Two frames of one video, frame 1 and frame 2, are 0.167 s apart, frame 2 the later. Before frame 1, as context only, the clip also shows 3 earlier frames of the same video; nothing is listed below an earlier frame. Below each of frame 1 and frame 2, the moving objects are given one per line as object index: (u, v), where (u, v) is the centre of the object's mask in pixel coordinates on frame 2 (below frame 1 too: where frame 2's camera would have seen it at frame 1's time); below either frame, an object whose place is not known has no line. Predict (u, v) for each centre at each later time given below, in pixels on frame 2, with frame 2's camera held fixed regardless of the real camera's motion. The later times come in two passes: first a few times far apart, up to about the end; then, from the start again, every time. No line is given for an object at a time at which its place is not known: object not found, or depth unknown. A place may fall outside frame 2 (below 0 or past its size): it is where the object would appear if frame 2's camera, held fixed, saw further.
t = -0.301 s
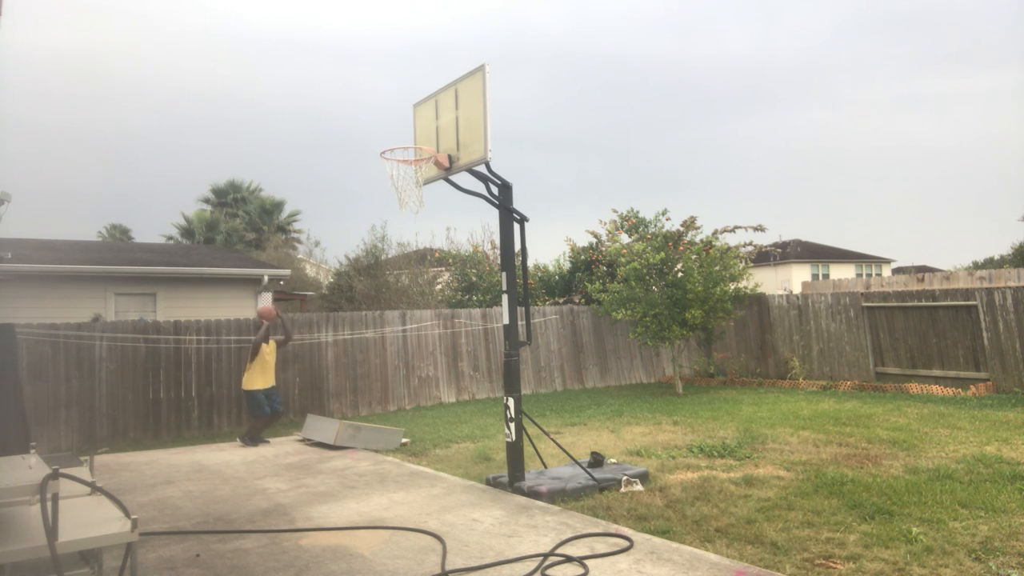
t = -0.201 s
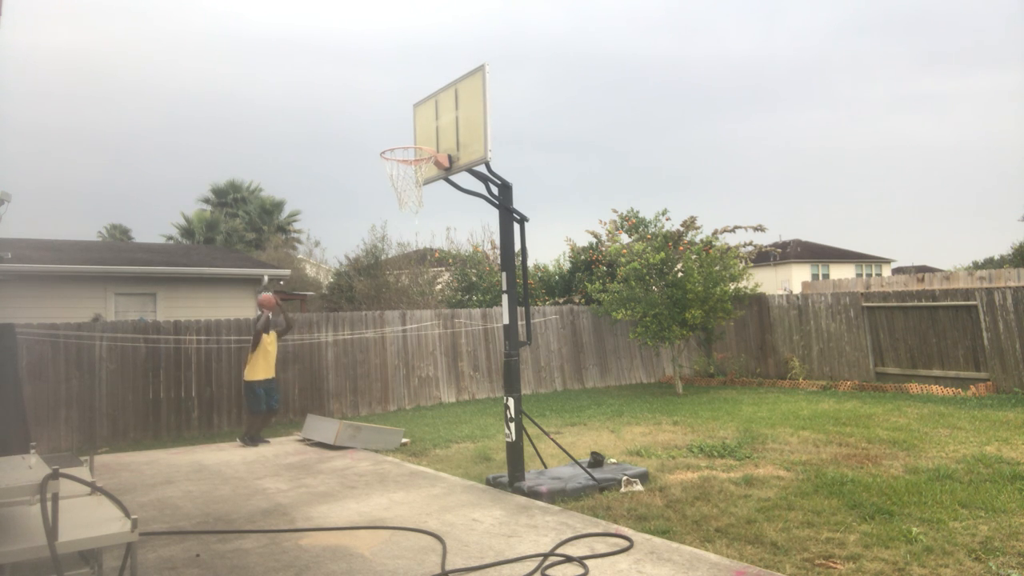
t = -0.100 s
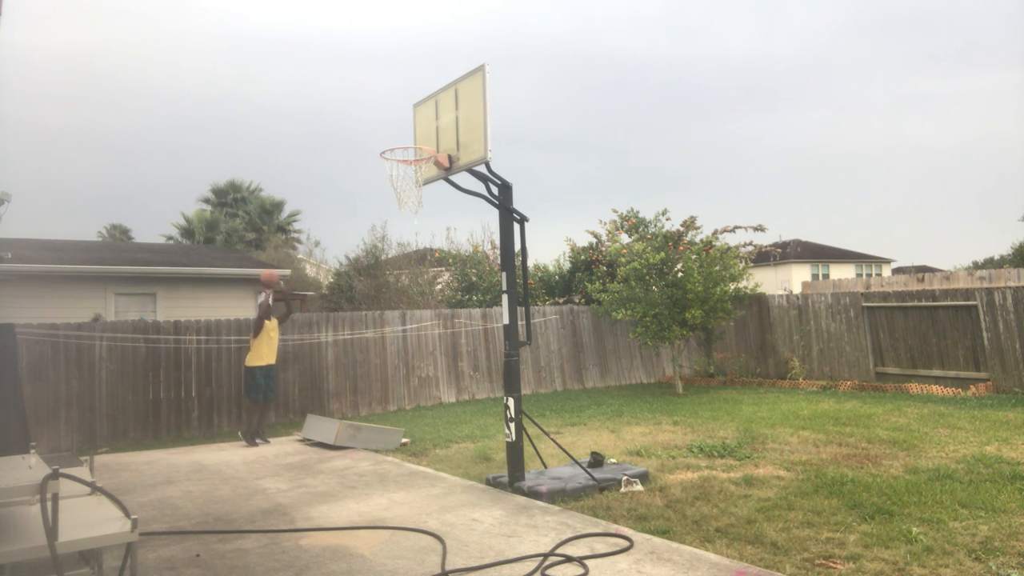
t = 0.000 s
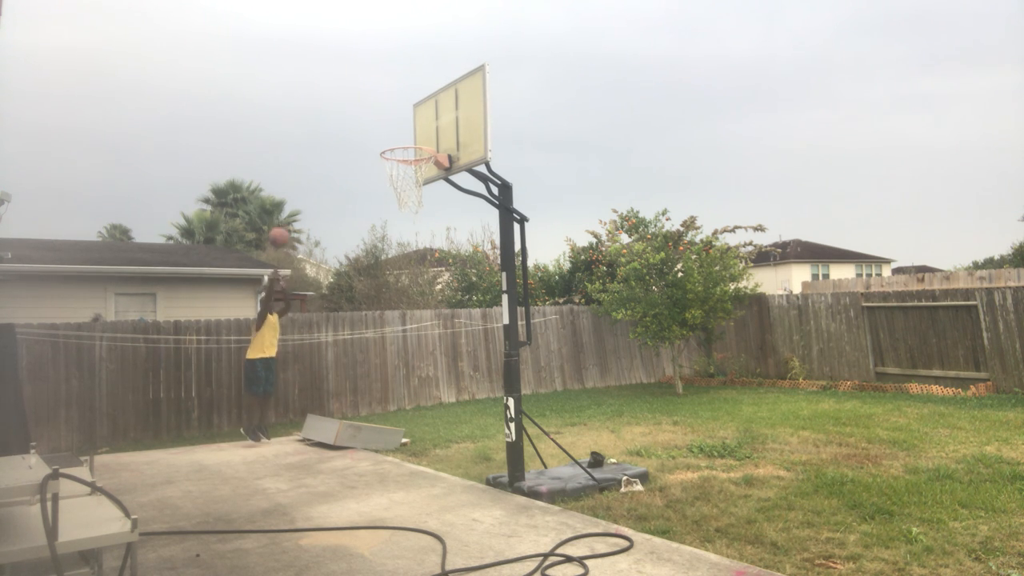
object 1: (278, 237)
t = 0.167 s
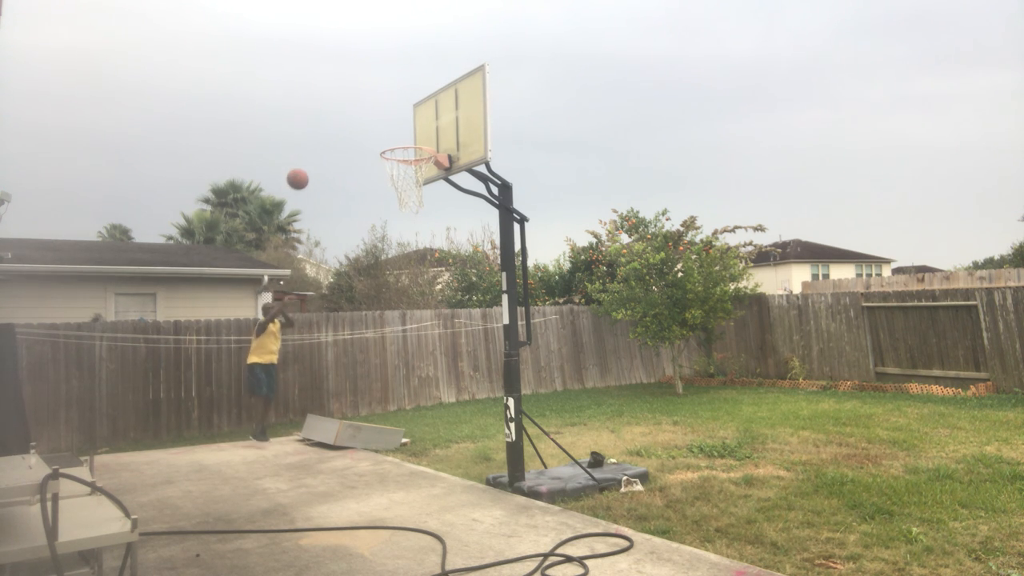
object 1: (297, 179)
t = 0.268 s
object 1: (310, 152)
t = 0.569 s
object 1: (355, 121)
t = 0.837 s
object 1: (396, 138)
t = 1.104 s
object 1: (430, 133)
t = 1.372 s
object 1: (470, 200)
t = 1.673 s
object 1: (517, 376)
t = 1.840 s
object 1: (544, 498)
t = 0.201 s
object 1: (302, 169)
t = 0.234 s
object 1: (306, 160)
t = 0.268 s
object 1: (310, 152)
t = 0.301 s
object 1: (314, 145)
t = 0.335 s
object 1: (319, 139)
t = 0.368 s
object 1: (324, 133)
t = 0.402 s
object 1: (328, 129)
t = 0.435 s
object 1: (333, 125)
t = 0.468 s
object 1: (338, 122)
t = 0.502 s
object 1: (344, 121)
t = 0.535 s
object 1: (349, 120)
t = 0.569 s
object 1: (355, 121)
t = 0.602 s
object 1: (361, 123)
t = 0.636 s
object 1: (367, 126)
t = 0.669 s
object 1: (373, 130)
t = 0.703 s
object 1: (380, 136)
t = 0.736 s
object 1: (386, 140)
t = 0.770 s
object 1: (390, 142)
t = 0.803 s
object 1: (393, 139)
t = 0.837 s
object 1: (396, 138)
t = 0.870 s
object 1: (399, 138)
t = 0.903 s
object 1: (403, 136)
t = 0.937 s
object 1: (407, 132)
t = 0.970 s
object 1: (412, 130)
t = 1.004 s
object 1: (416, 129)
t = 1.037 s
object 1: (421, 129)
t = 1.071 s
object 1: (426, 130)
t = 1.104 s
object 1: (430, 133)
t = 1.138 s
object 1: (435, 137)
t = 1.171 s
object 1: (440, 142)
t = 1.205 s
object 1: (445, 148)
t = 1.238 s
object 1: (449, 156)
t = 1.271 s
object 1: (454, 165)
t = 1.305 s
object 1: (459, 175)
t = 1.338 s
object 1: (464, 187)
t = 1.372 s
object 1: (470, 200)
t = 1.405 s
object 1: (475, 214)
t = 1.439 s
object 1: (480, 230)
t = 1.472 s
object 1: (485, 247)
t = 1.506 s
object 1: (490, 265)
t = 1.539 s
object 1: (495, 284)
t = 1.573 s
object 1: (501, 305)
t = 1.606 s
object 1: (506, 328)
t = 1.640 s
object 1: (511, 352)
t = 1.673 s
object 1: (517, 376)
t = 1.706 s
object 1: (522, 402)
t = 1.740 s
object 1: (528, 431)
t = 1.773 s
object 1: (533, 460)
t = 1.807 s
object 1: (539, 491)
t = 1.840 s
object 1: (544, 498)
